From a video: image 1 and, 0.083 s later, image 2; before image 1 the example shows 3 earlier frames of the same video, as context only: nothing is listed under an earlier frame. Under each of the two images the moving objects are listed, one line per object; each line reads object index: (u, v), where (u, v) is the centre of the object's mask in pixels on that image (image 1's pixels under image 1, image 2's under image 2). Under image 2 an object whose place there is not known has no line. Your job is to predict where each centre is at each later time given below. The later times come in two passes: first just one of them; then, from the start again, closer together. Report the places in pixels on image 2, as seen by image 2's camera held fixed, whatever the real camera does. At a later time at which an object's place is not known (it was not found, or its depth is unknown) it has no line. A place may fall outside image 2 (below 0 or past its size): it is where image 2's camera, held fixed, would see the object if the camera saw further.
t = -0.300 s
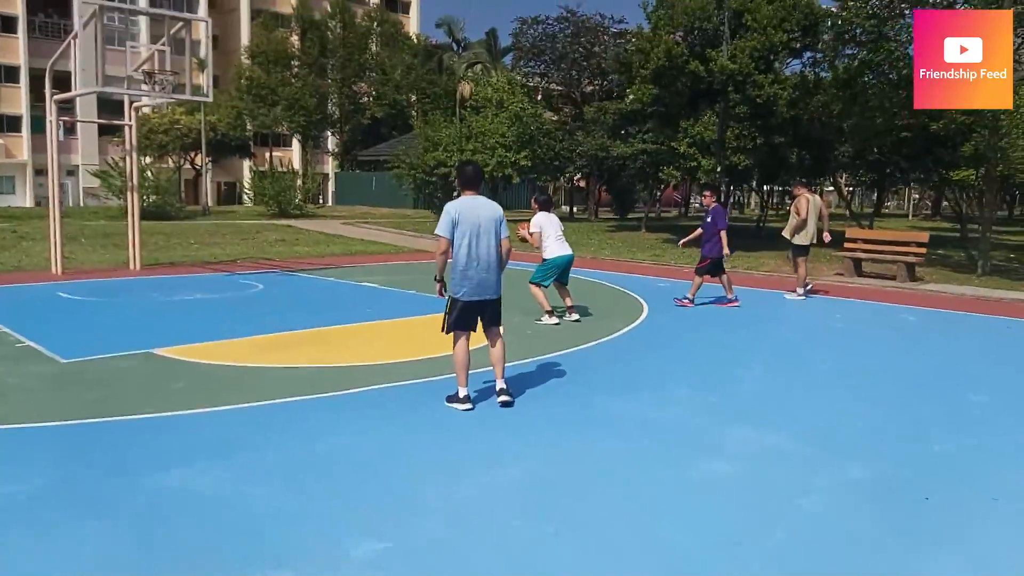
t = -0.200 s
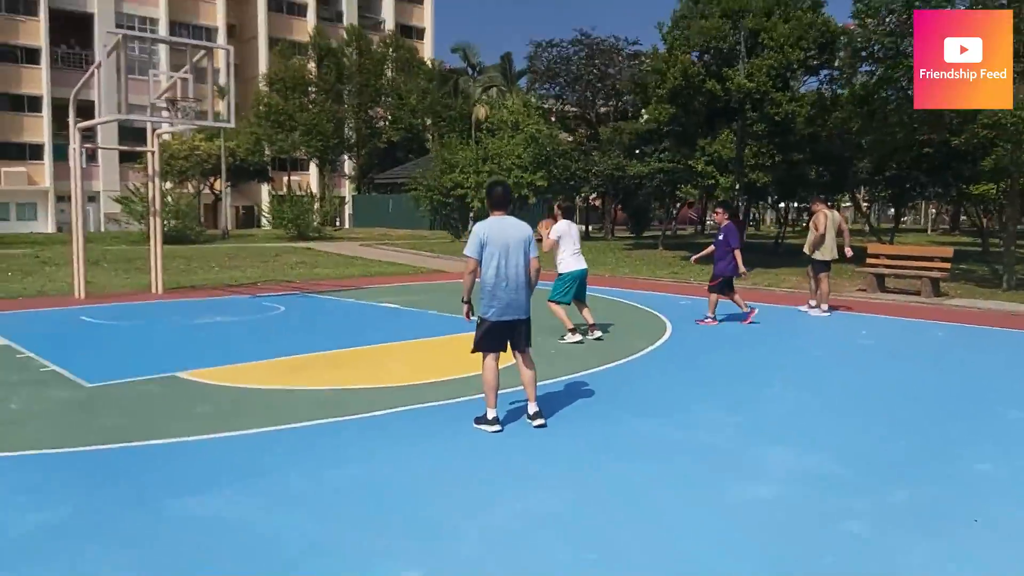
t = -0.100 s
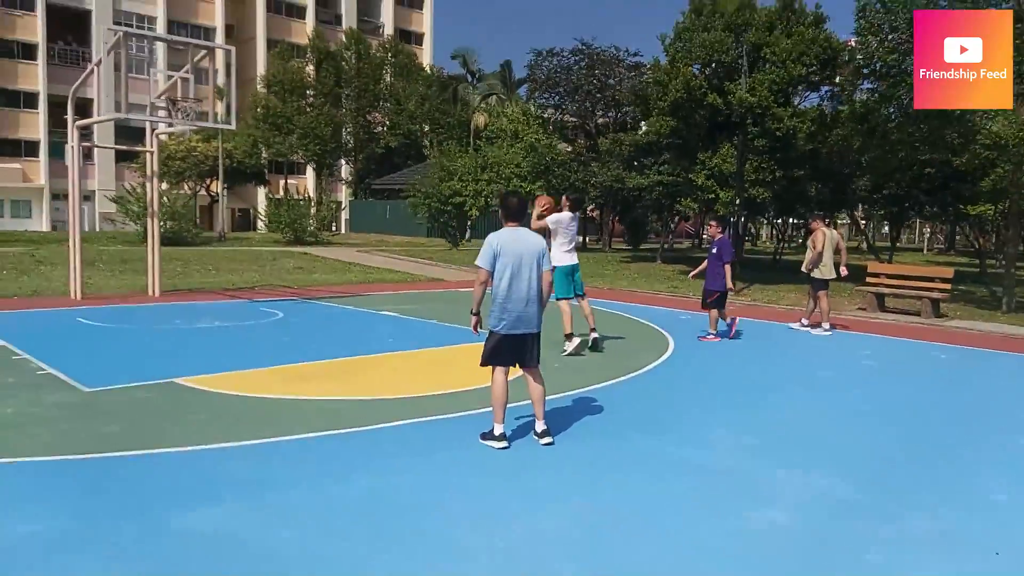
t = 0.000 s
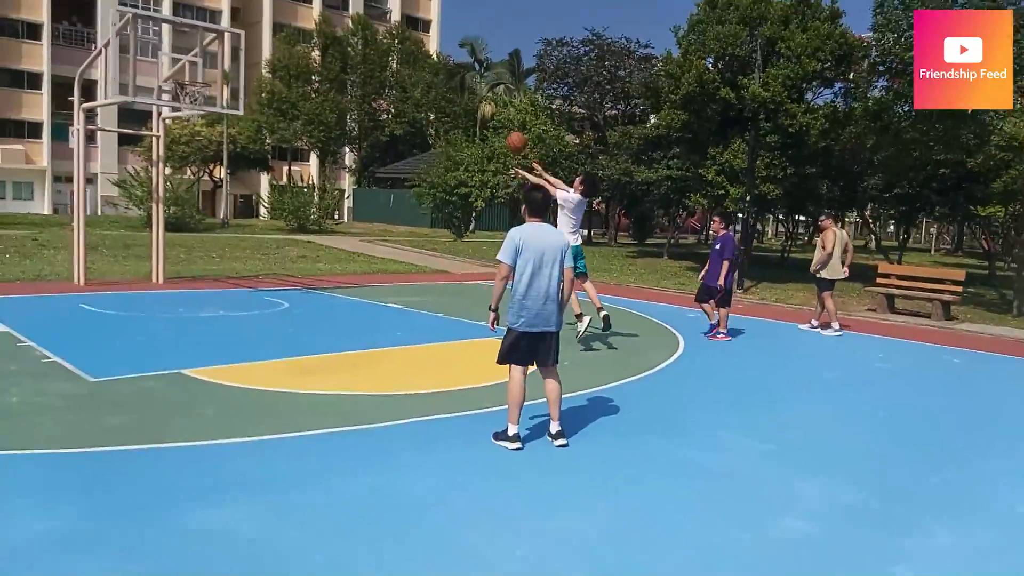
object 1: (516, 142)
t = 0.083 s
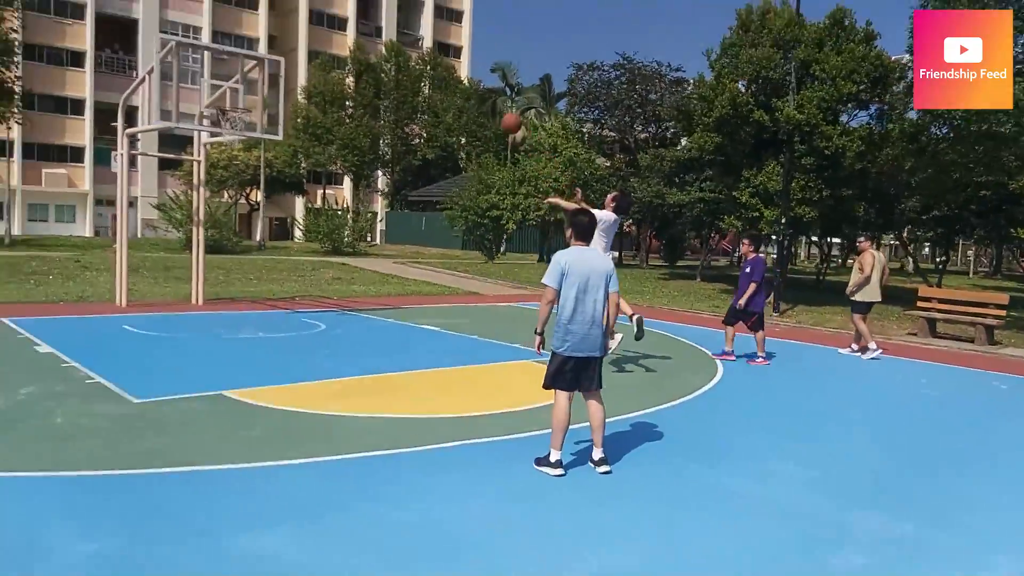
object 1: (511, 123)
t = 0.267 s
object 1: (437, 50)
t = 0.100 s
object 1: (504, 115)
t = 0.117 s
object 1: (497, 107)
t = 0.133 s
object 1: (491, 101)
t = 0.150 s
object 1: (483, 93)
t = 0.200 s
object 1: (464, 74)
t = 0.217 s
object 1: (457, 68)
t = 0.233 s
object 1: (450, 63)
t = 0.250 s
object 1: (443, 56)
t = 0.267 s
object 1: (437, 50)
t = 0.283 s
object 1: (429, 47)
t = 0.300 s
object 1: (424, 43)
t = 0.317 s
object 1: (417, 40)
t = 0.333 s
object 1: (410, 37)
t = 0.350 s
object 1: (406, 32)
